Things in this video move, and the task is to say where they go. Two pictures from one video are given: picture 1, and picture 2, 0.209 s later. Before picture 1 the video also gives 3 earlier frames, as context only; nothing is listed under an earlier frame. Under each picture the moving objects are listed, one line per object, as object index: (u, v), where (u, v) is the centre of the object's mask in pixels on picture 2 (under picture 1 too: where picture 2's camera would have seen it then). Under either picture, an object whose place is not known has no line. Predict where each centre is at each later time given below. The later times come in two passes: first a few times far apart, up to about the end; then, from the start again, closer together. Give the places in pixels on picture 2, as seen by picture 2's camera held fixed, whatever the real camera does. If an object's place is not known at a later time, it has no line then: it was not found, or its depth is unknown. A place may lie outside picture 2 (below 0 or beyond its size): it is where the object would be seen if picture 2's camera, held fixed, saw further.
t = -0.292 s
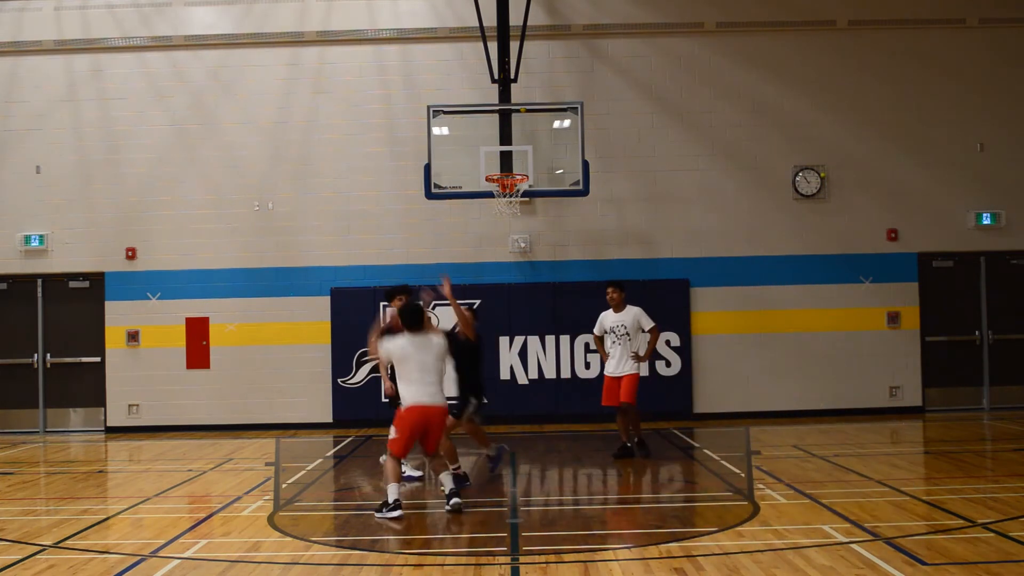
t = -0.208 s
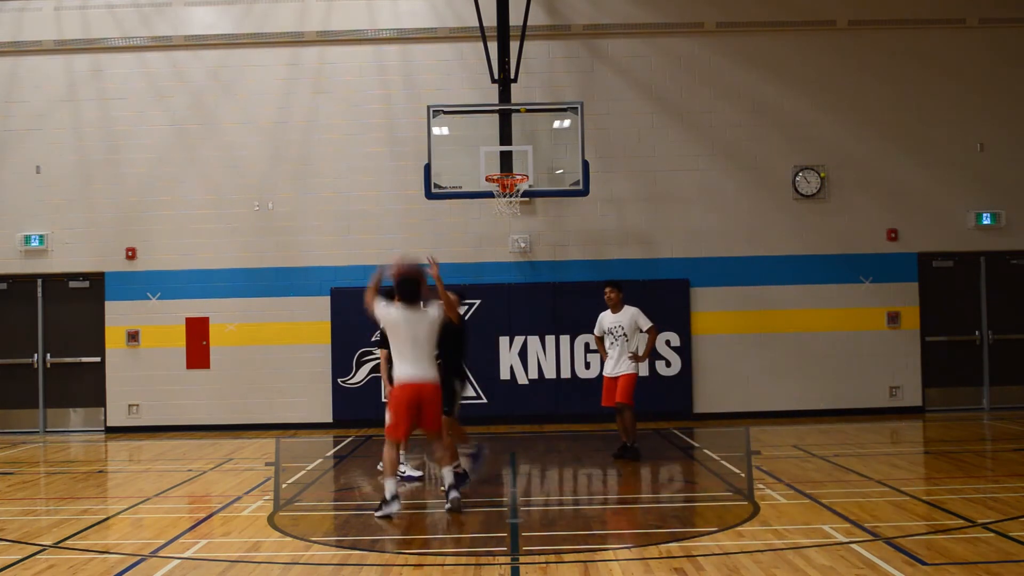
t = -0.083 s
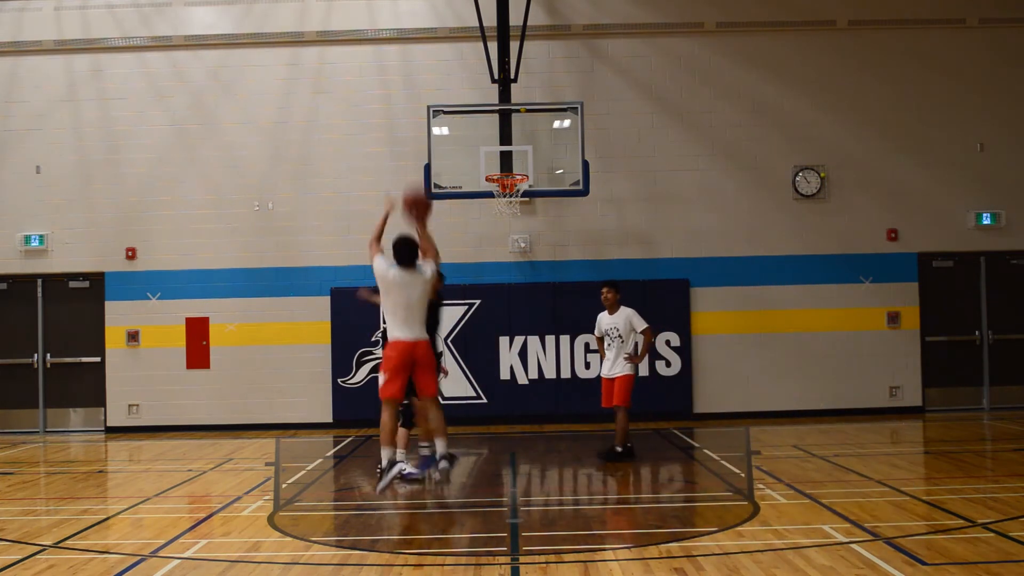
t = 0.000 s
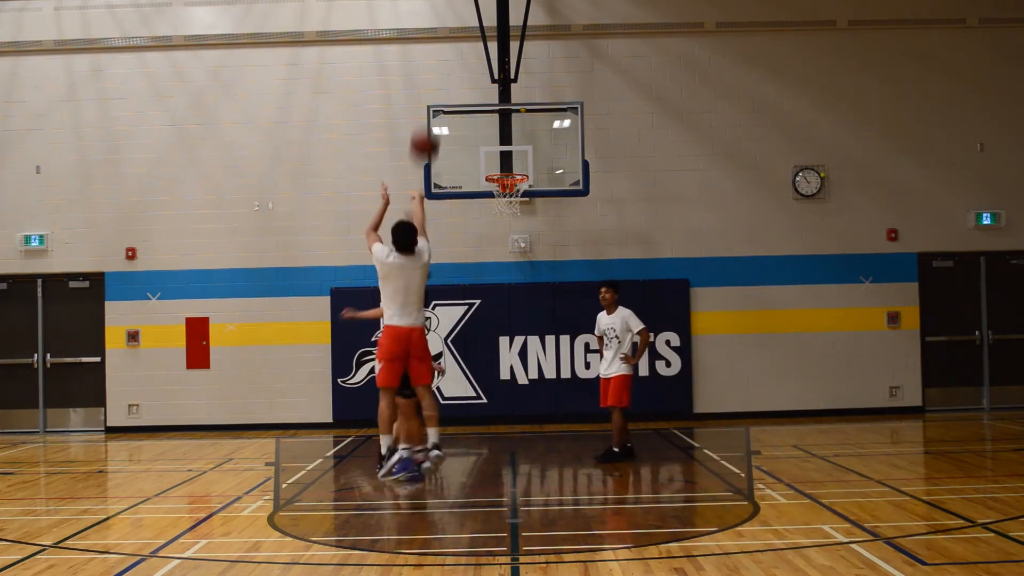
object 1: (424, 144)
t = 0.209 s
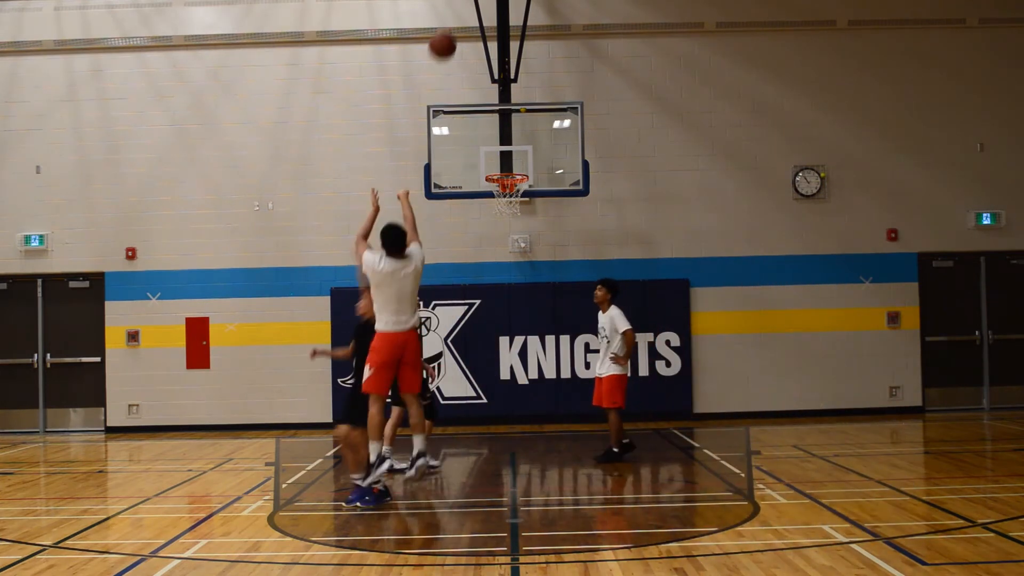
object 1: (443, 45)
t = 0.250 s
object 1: (446, 33)
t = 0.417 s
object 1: (458, 9)
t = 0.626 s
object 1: (472, 14)
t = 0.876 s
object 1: (488, 74)
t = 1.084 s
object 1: (498, 159)
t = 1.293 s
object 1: (510, 229)
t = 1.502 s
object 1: (520, 308)
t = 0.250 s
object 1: (446, 33)
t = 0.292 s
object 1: (449, 23)
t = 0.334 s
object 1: (452, 16)
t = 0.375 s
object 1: (455, 11)
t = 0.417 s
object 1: (458, 9)
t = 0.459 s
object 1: (461, 8)
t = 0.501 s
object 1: (464, 8)
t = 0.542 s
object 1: (467, 8)
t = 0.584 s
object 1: (470, 10)
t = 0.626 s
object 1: (472, 14)
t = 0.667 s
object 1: (475, 21)
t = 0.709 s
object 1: (478, 29)
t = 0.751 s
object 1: (481, 37)
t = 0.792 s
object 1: (483, 48)
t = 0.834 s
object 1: (485, 60)
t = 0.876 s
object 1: (488, 74)
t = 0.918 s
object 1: (490, 88)
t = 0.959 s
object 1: (493, 104)
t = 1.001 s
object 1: (494, 121)
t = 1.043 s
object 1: (496, 139)
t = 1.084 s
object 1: (498, 159)
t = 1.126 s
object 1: (504, 180)
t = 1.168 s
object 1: (505, 197)
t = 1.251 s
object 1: (508, 217)
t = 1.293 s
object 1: (510, 229)
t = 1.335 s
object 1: (512, 242)
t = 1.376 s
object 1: (515, 258)
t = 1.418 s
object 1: (517, 273)
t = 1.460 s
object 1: (519, 290)
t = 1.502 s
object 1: (520, 308)
